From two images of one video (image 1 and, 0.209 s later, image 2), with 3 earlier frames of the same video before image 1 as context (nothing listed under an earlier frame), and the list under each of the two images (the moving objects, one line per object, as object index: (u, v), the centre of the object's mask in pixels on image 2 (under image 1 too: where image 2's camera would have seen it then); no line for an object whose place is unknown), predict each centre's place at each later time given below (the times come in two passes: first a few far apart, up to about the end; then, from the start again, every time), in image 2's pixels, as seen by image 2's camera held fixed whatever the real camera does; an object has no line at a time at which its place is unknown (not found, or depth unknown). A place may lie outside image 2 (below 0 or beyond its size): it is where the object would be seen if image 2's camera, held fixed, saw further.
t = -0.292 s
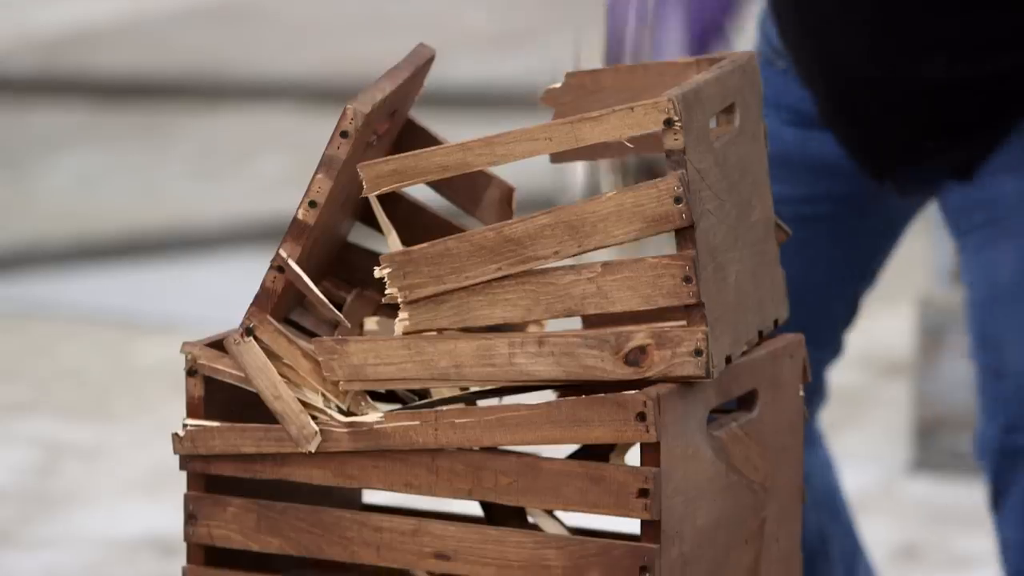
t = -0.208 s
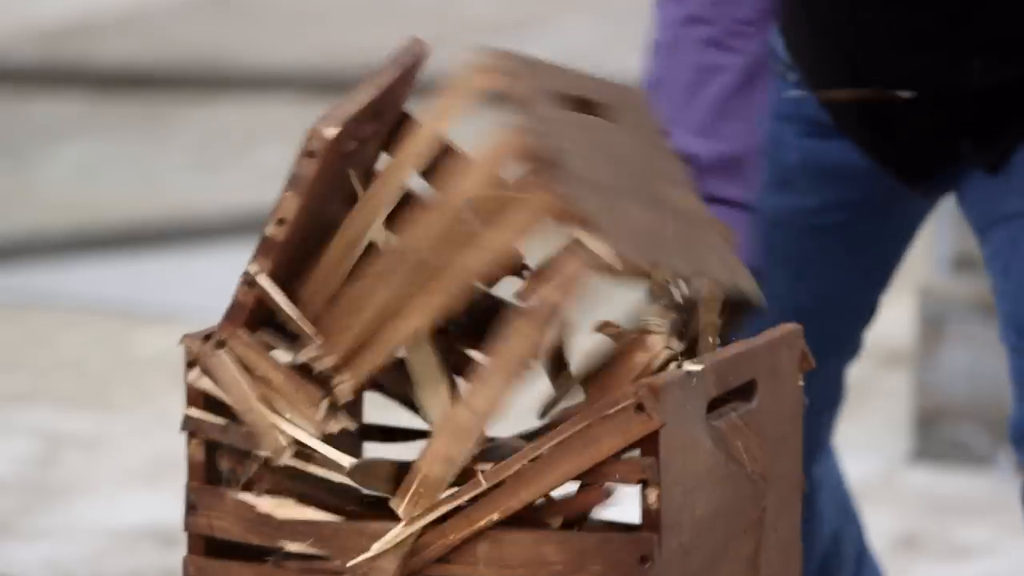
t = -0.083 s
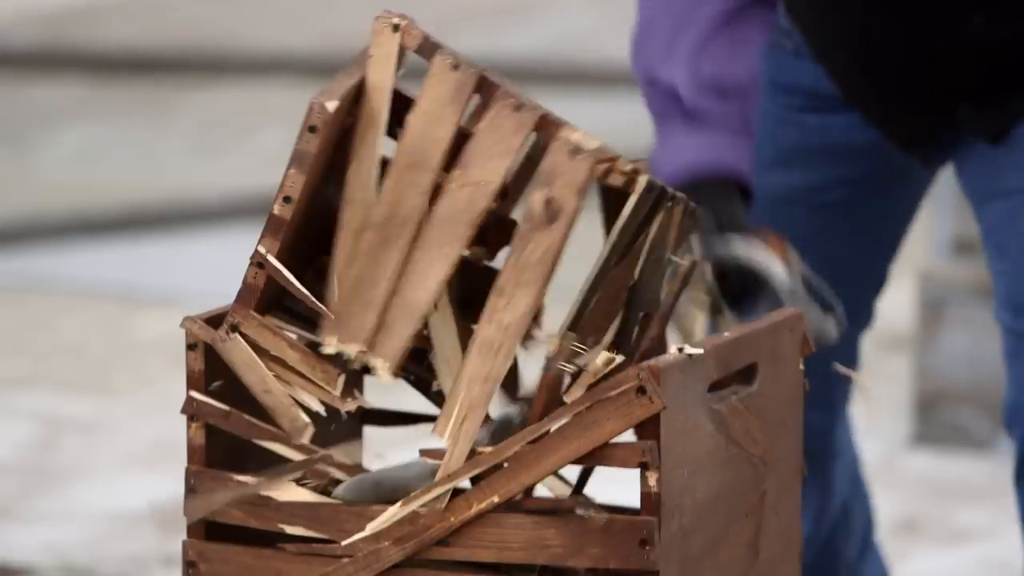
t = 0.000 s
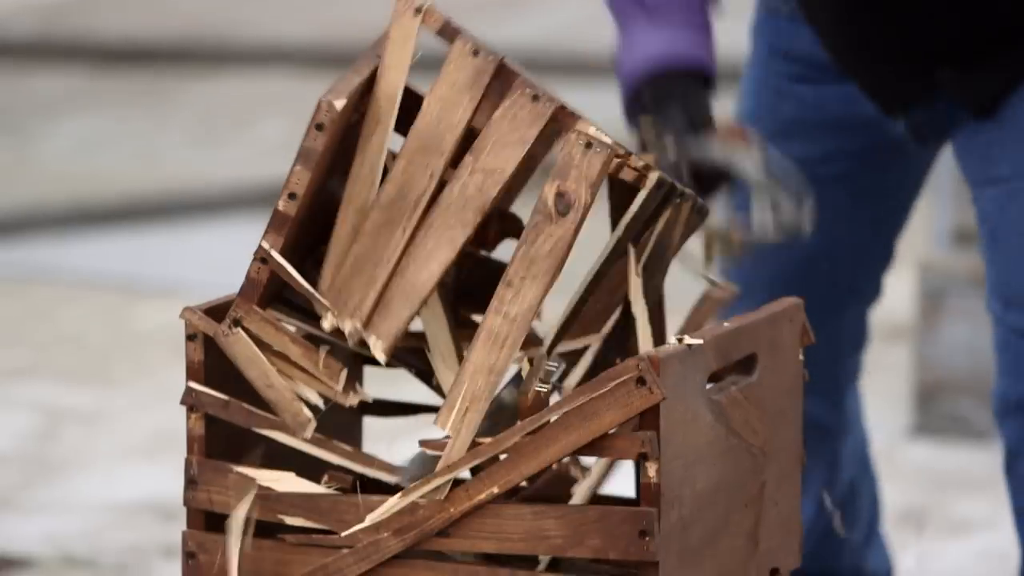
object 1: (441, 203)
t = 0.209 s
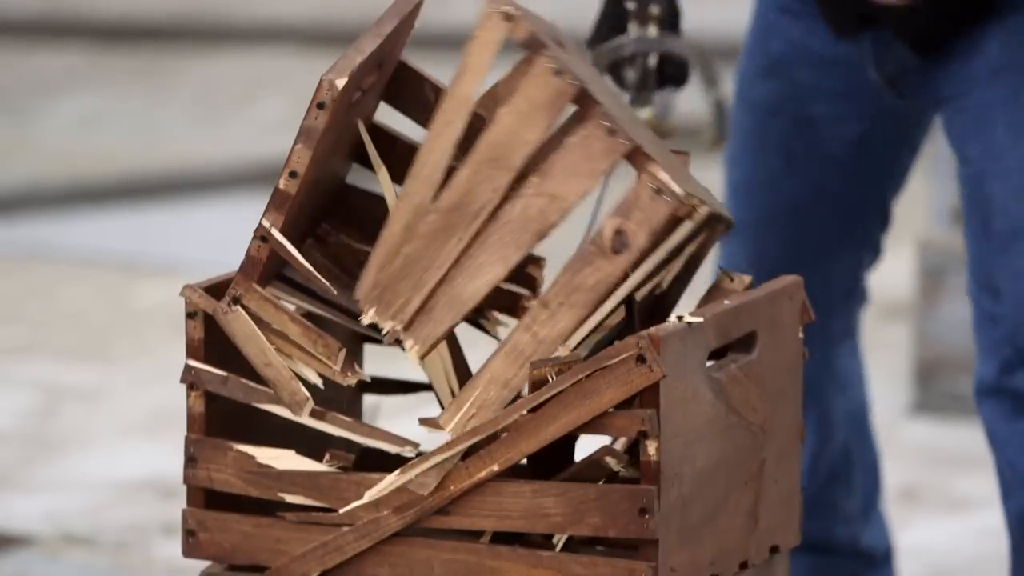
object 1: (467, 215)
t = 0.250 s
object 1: (477, 216)
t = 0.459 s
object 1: (481, 219)
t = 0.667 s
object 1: (476, 223)
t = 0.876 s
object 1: (473, 225)
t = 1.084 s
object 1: (474, 226)
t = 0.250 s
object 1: (477, 216)
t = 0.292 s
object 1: (482, 215)
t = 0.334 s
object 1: (483, 215)
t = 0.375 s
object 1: (482, 217)
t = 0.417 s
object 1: (482, 218)
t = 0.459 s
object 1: (481, 219)
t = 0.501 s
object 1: (476, 220)
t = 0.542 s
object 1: (476, 222)
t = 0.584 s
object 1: (473, 223)
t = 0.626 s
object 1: (475, 223)
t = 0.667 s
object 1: (476, 223)
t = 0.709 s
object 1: (476, 223)
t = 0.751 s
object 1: (475, 224)
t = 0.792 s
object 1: (474, 224)
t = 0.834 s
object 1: (473, 225)
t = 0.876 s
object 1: (473, 225)
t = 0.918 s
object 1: (473, 226)
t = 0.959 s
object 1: (473, 226)
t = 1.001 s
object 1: (474, 225)
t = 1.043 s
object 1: (473, 226)
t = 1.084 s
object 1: (474, 226)
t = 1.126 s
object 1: (474, 226)
